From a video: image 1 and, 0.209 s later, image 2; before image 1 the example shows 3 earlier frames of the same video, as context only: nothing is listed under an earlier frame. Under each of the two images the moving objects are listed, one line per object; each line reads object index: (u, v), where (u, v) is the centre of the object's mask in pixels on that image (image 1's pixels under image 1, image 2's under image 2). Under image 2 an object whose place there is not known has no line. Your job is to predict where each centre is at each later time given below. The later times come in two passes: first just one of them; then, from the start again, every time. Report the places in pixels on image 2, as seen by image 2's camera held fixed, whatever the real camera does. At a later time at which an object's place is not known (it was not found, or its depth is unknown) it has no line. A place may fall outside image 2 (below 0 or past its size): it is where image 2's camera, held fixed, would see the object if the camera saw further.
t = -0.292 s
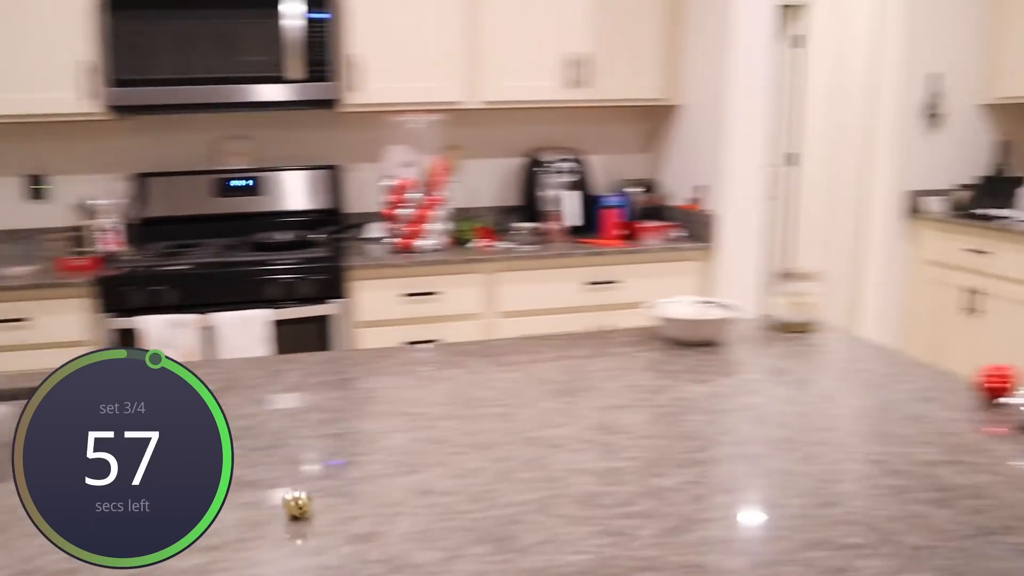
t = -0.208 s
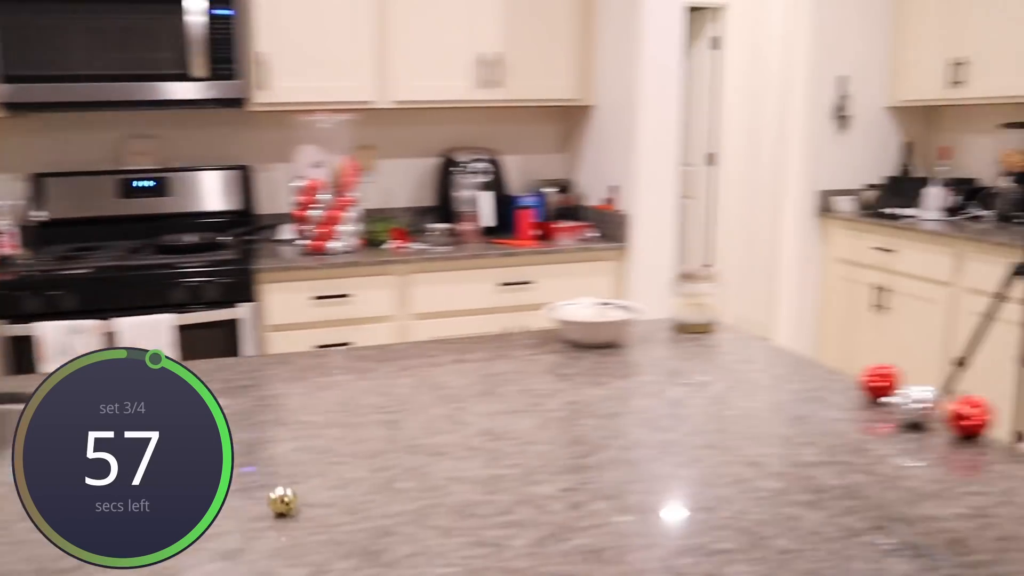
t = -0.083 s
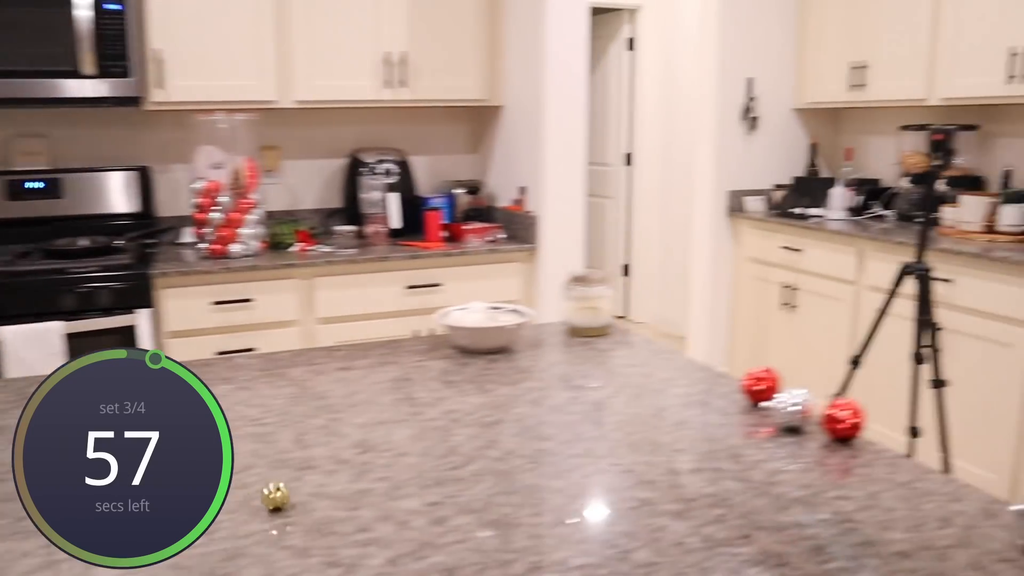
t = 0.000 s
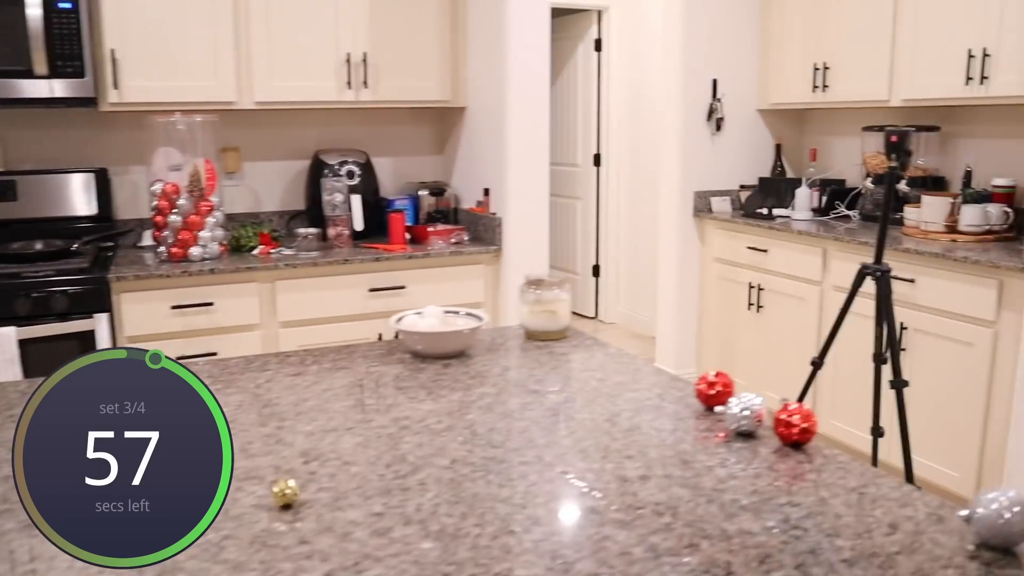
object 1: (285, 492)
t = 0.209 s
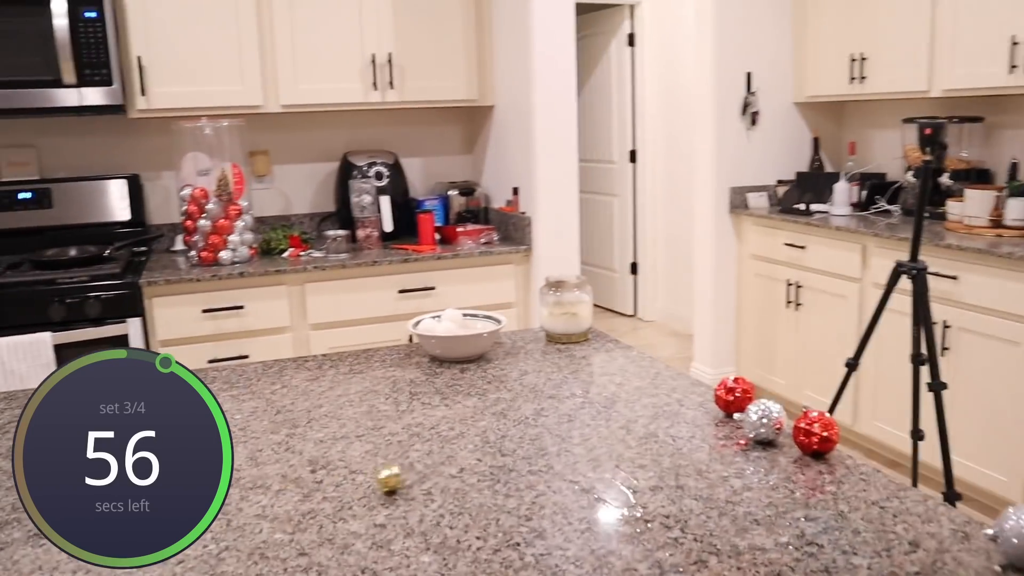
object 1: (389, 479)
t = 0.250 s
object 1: (398, 478)
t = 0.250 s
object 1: (398, 478)
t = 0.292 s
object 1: (403, 476)
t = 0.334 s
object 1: (405, 476)
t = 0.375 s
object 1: (406, 477)
